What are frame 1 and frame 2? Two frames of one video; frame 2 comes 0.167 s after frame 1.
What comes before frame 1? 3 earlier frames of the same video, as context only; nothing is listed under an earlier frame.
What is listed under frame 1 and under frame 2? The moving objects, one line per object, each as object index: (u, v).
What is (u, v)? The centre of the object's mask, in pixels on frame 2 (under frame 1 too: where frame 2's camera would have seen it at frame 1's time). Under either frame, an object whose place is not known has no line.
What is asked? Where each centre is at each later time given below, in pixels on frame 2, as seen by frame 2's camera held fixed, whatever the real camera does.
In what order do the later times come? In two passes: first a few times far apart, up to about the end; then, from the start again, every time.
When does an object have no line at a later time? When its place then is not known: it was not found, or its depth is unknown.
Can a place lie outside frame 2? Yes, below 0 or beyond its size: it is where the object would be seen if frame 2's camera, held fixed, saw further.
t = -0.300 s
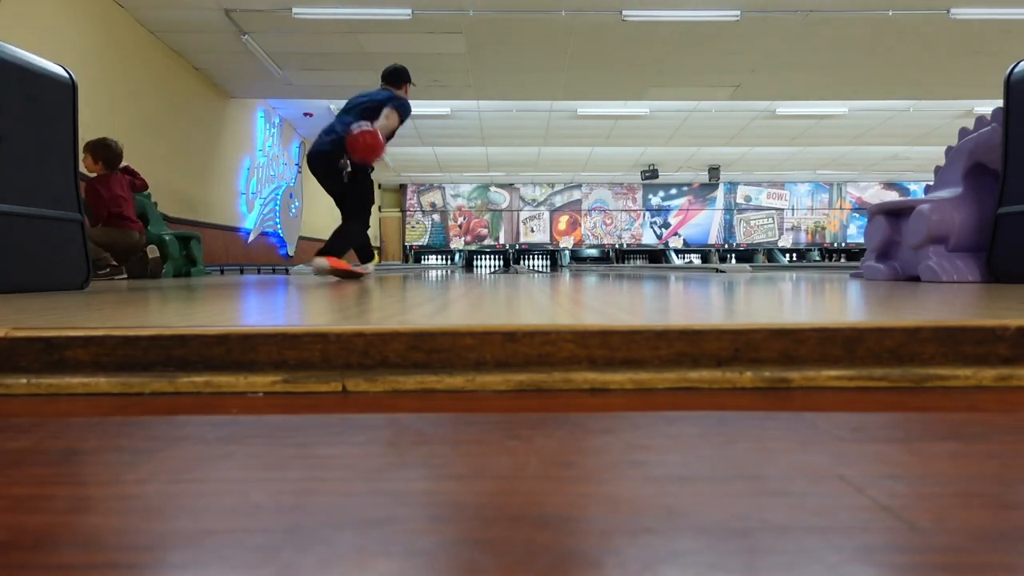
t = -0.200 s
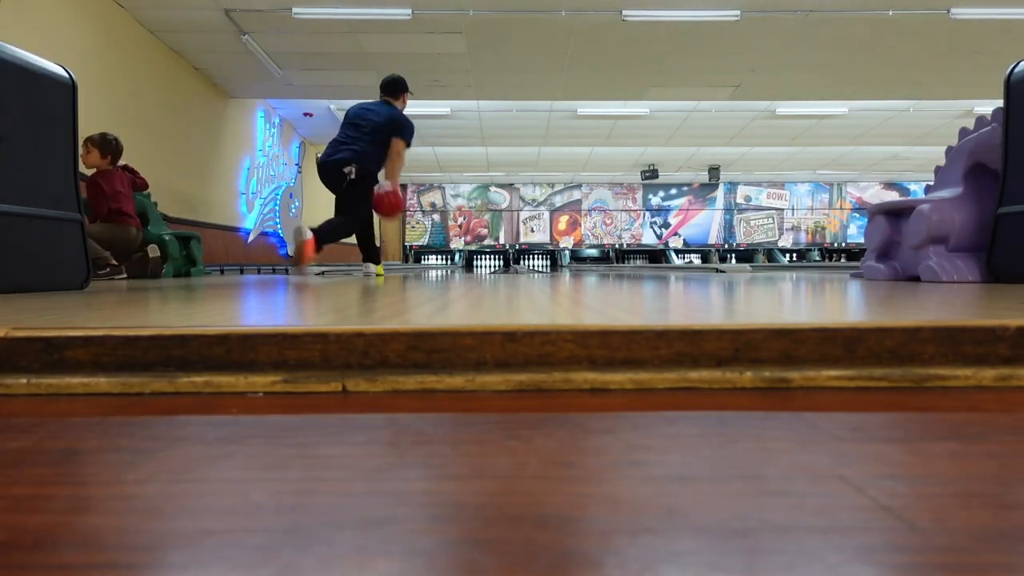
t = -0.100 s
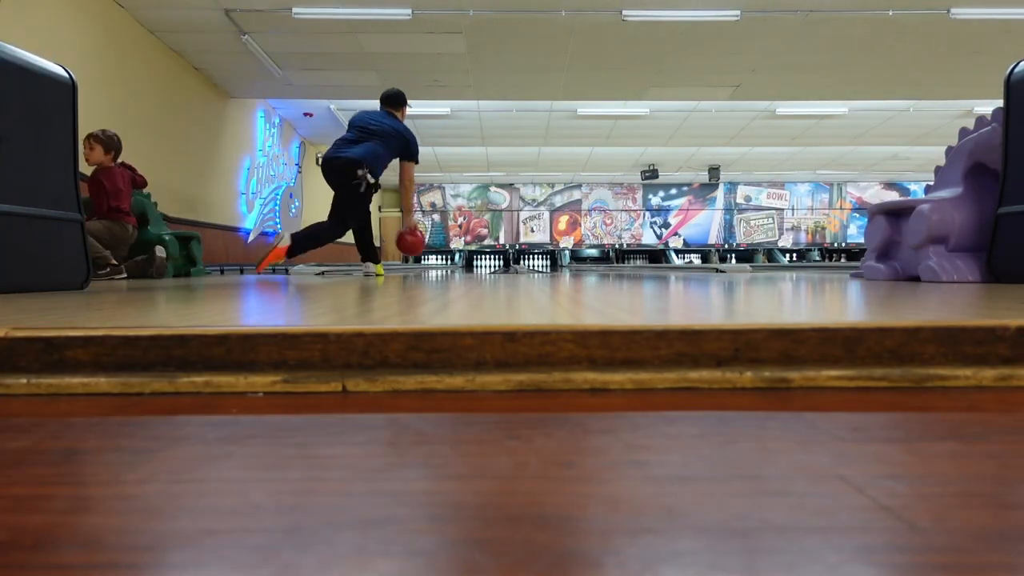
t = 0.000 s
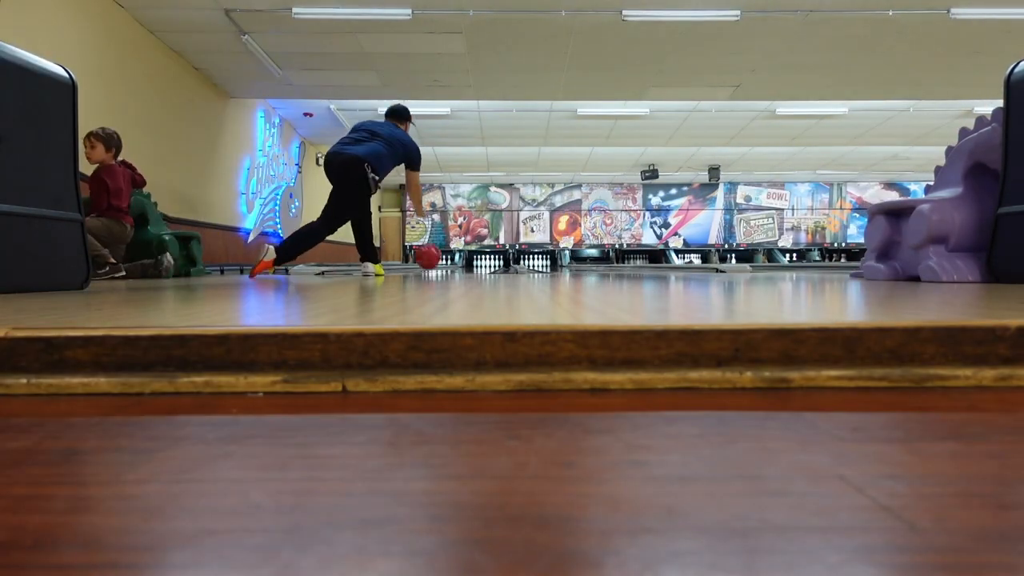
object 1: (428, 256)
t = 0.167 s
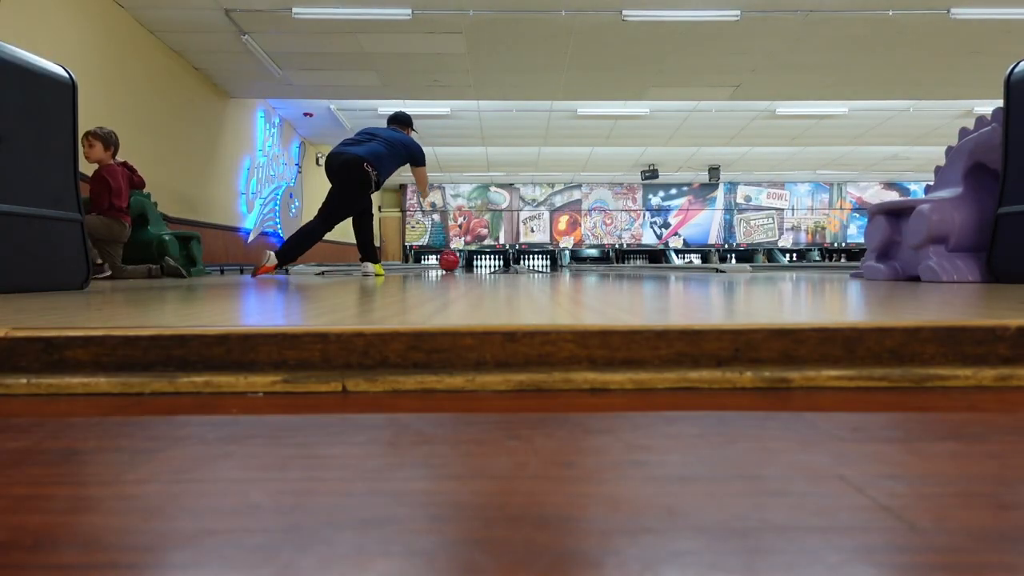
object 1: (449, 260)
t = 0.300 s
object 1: (460, 261)
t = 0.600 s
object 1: (478, 262)
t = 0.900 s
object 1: (489, 263)
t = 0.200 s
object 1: (452, 261)
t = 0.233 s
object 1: (455, 261)
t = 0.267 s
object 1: (458, 261)
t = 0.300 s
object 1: (460, 261)
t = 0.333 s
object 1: (463, 261)
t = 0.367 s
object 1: (465, 262)
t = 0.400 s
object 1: (467, 262)
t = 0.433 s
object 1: (469, 262)
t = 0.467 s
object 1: (470, 262)
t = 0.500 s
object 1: (472, 262)
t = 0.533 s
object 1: (474, 262)
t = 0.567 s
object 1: (476, 262)
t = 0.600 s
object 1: (478, 262)
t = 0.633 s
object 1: (479, 262)
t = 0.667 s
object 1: (481, 263)
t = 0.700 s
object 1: (482, 263)
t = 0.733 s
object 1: (483, 263)
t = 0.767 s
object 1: (485, 263)
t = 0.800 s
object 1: (486, 263)
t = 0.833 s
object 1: (487, 263)
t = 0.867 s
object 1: (488, 263)
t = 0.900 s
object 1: (489, 263)
